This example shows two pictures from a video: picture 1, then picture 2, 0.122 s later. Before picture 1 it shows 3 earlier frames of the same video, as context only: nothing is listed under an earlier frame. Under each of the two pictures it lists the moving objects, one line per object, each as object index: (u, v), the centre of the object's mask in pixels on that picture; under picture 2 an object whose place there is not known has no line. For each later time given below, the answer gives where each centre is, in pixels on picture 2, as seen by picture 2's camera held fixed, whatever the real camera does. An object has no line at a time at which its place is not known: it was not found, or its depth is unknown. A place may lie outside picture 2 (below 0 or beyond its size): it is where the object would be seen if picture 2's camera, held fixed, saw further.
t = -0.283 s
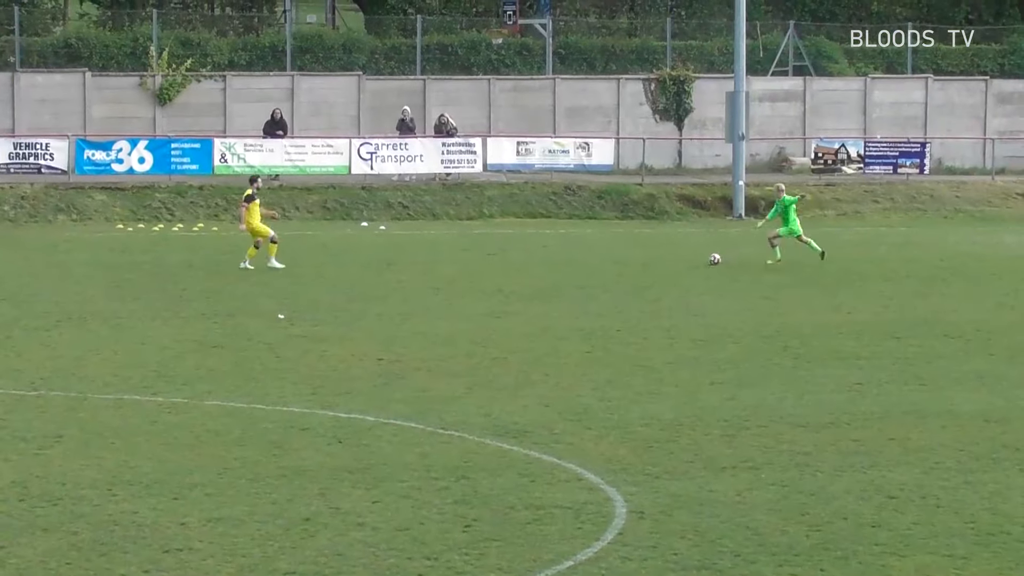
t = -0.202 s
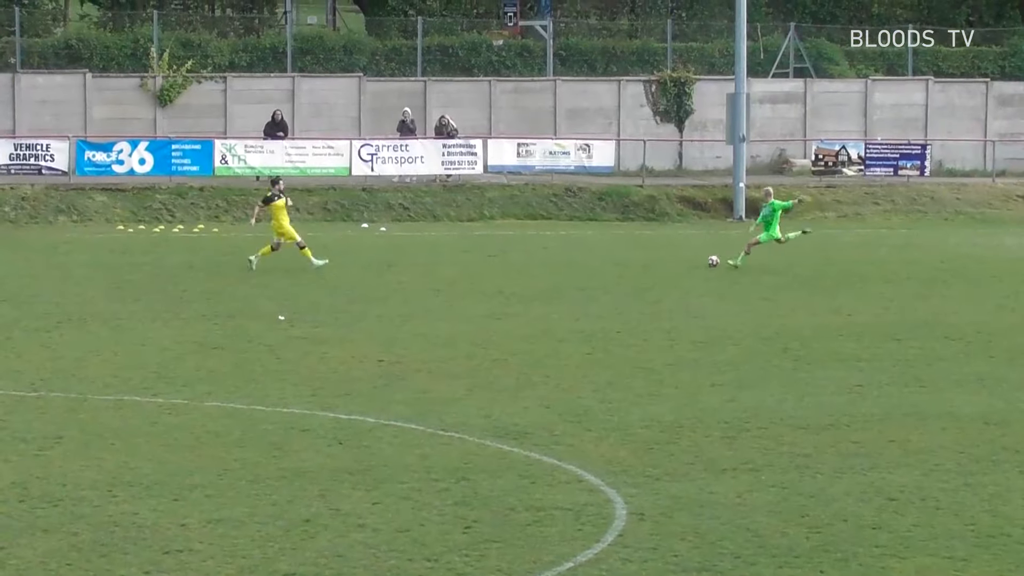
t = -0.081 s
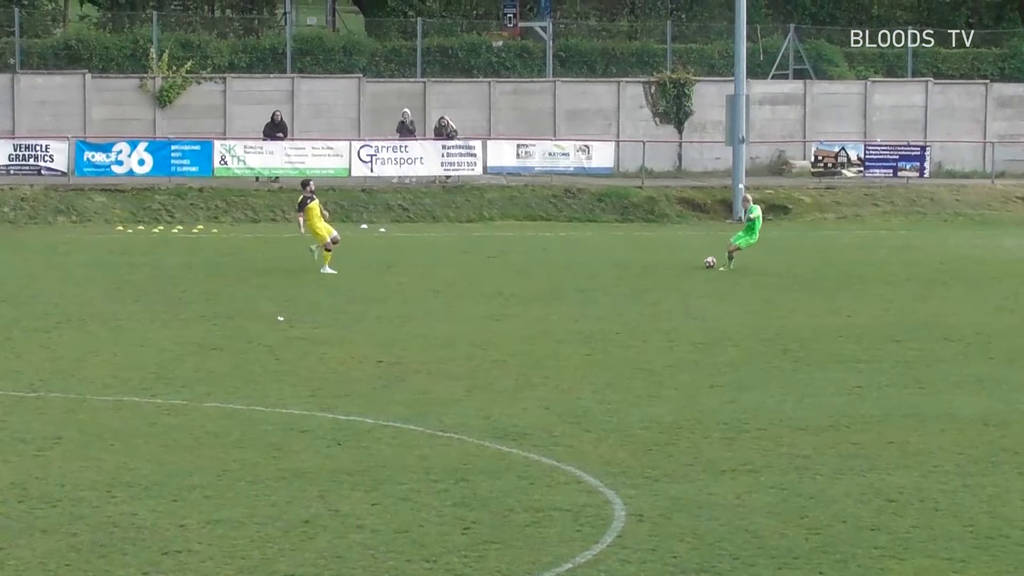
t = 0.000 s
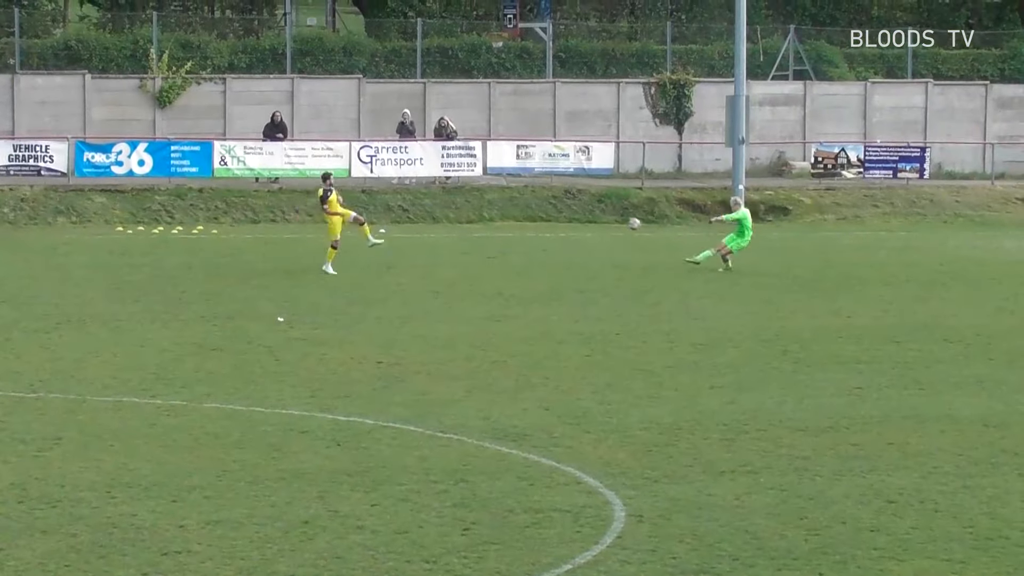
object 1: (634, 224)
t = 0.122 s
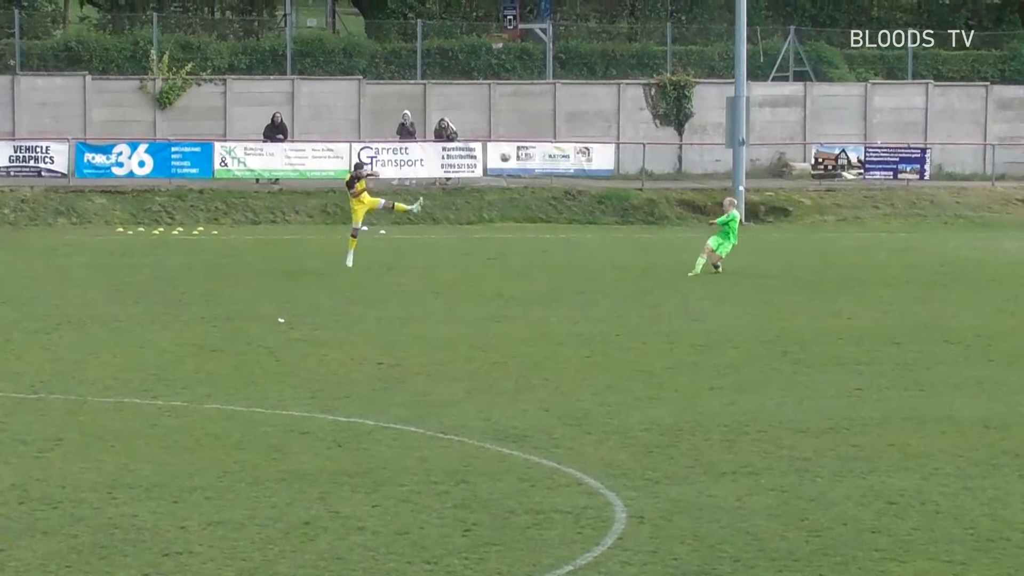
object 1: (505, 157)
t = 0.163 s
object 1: (464, 133)
